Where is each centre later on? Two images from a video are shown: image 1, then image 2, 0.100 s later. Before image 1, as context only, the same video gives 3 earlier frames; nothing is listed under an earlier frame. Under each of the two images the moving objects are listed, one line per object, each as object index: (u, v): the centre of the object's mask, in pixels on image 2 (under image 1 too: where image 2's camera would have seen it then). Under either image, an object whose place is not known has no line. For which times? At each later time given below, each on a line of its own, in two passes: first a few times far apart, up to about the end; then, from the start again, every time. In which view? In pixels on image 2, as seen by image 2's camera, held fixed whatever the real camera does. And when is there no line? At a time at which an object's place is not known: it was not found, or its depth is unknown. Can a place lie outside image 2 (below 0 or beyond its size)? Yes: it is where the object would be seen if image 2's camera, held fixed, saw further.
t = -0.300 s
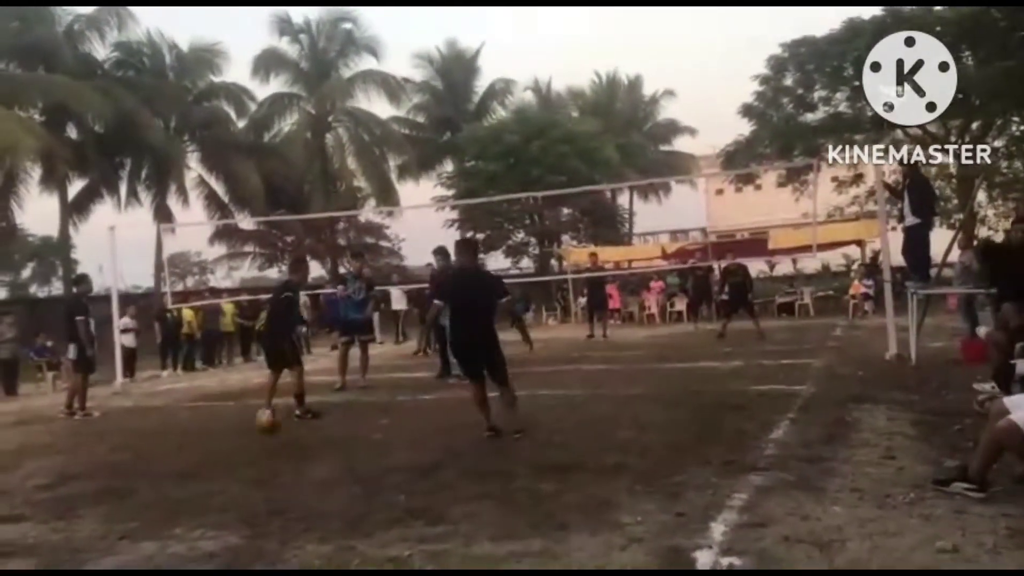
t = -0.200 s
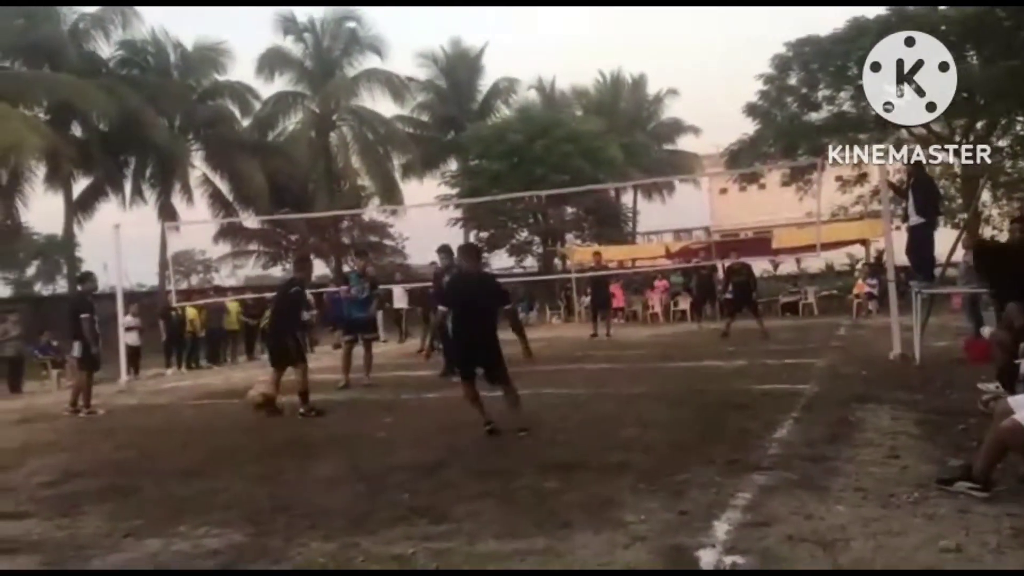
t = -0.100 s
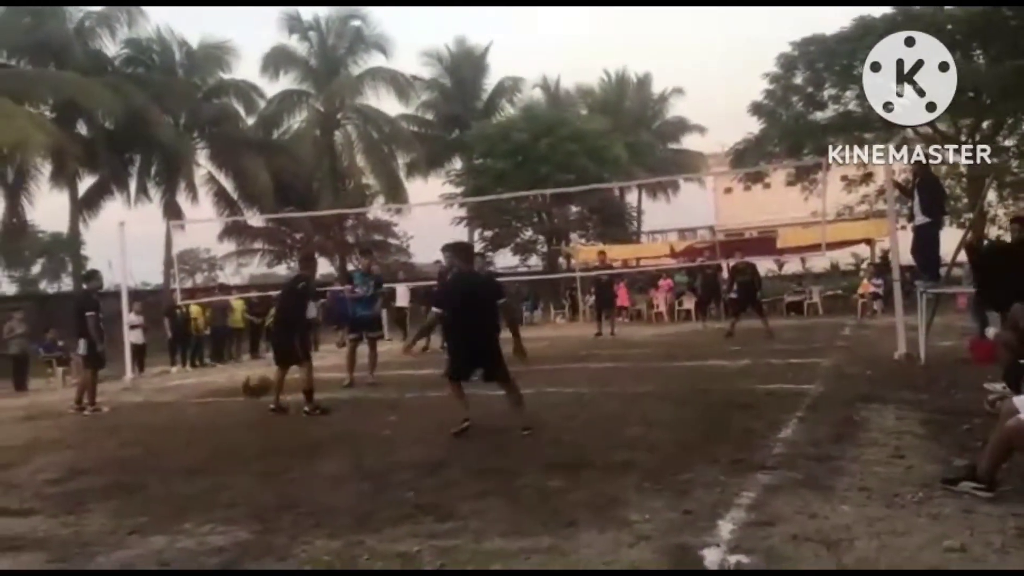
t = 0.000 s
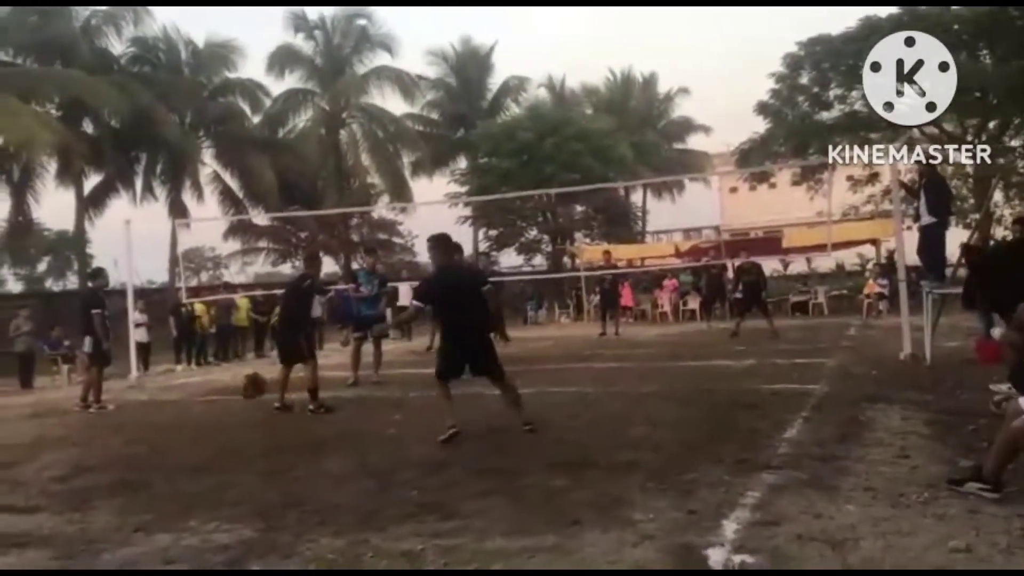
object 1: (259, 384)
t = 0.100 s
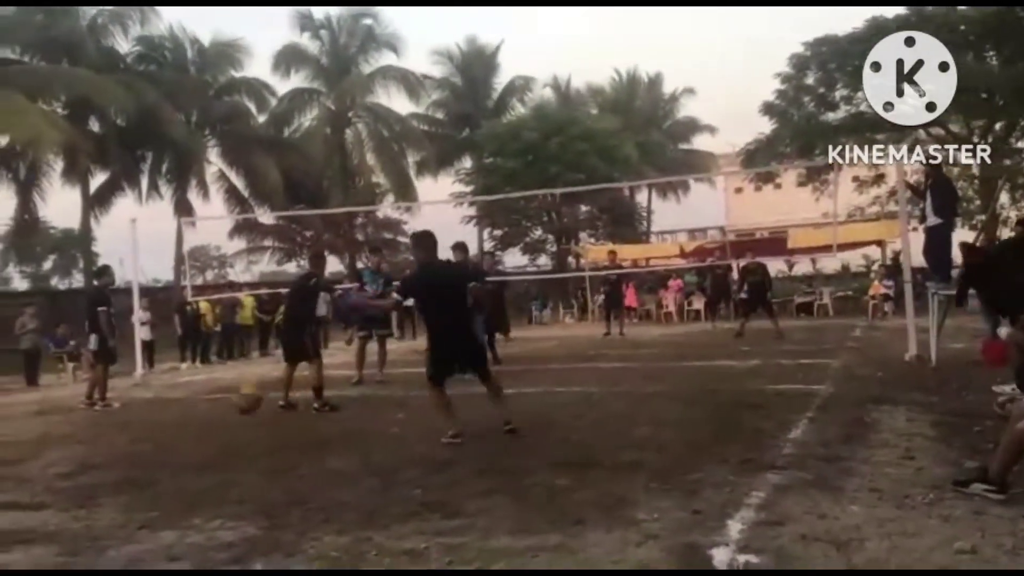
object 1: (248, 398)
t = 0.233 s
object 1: (232, 446)
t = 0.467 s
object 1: (193, 428)
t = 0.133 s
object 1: (242, 410)
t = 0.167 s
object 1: (238, 419)
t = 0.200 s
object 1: (234, 432)
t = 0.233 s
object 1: (232, 446)
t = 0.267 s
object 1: (229, 464)
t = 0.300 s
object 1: (222, 458)
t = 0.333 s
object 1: (217, 450)
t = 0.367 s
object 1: (213, 442)
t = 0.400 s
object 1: (206, 436)
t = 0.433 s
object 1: (199, 431)
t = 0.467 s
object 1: (193, 428)
